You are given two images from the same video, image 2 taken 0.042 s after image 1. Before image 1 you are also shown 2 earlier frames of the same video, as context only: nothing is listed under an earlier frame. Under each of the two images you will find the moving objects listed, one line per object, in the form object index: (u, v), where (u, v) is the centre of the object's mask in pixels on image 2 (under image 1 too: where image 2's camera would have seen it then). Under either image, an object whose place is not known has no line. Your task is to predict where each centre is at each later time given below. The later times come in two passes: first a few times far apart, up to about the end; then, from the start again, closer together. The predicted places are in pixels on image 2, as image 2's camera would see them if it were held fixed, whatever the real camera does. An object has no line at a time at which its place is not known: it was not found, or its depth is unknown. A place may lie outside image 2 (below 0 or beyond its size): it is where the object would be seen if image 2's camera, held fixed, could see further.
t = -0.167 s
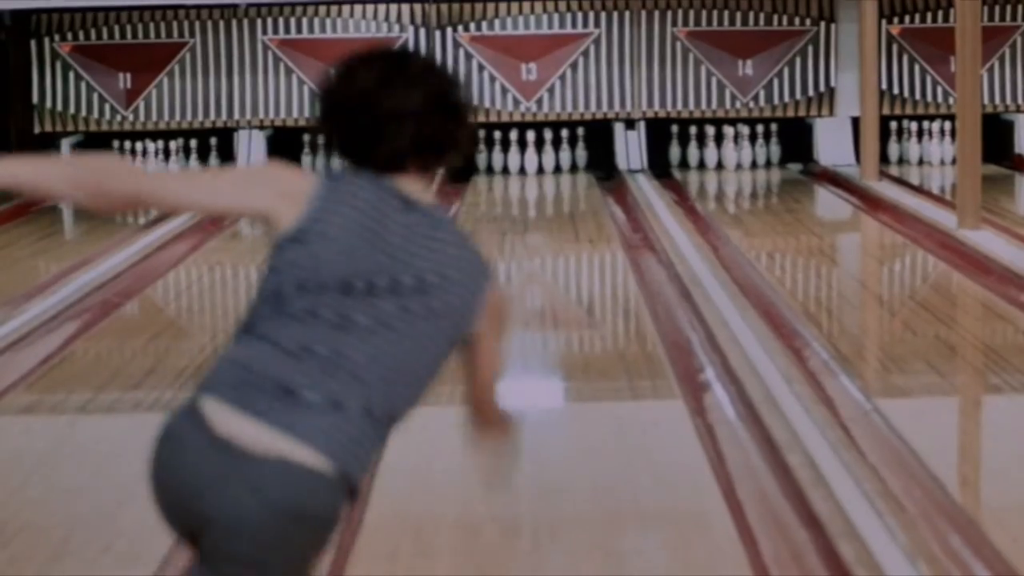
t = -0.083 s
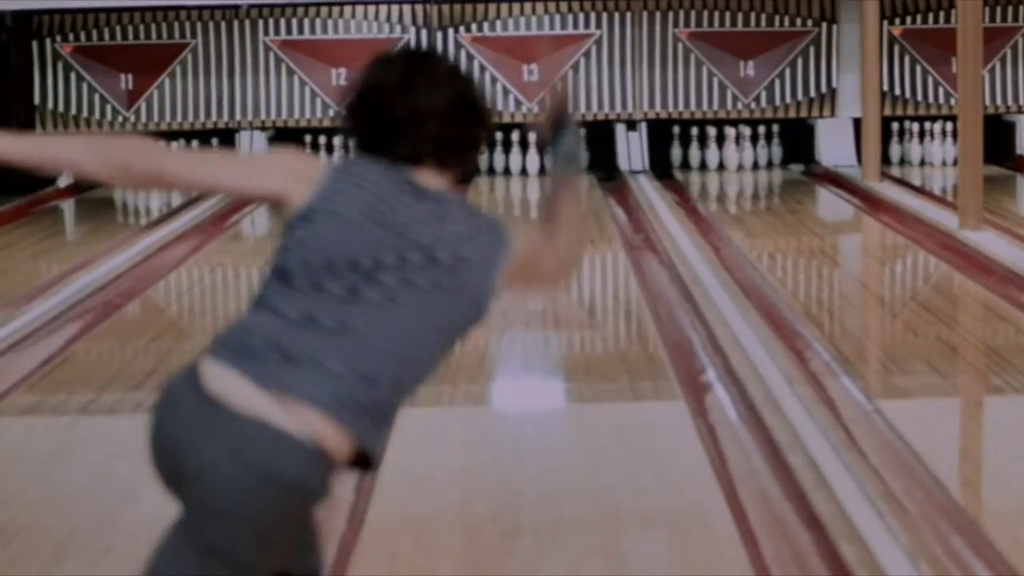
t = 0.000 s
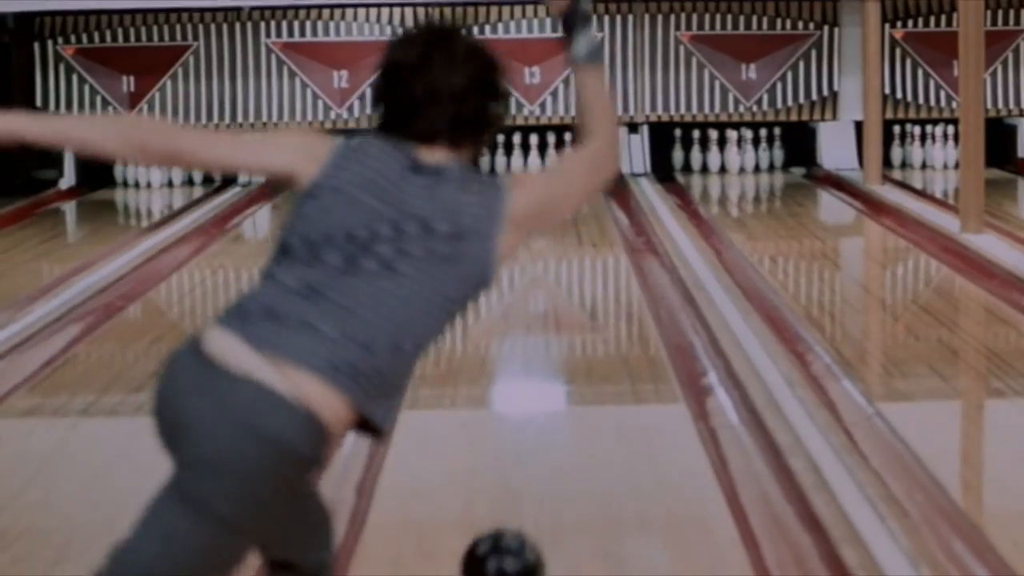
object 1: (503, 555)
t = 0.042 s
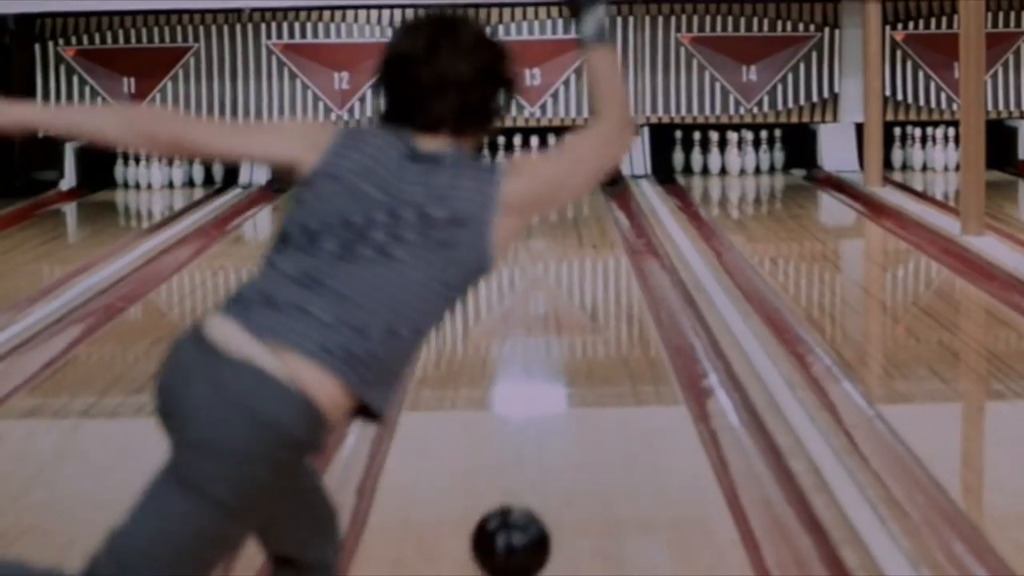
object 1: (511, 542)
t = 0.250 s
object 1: (537, 440)
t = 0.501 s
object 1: (556, 359)
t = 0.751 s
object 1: (567, 305)
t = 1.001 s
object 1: (572, 266)
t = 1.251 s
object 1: (575, 238)
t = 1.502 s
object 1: (573, 215)
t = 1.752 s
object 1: (568, 199)
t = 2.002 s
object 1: (558, 186)
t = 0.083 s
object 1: (518, 521)
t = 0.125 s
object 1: (524, 497)
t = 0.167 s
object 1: (528, 477)
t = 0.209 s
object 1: (533, 458)
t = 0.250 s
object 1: (537, 440)
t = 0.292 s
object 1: (541, 425)
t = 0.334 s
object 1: (545, 409)
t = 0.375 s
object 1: (549, 395)
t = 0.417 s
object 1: (552, 381)
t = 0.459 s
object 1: (554, 370)
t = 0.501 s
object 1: (556, 359)
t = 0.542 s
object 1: (552, 358)
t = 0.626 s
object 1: (562, 330)
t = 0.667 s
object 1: (564, 322)
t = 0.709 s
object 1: (565, 313)
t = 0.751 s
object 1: (567, 305)
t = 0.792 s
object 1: (568, 299)
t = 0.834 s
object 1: (569, 291)
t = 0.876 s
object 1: (570, 285)
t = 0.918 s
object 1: (571, 278)
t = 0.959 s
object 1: (572, 272)
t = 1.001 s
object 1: (572, 266)
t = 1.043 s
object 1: (573, 261)
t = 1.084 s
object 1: (573, 256)
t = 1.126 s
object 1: (574, 251)
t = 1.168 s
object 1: (574, 247)
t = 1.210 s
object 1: (575, 242)
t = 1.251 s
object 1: (575, 238)
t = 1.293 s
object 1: (574, 233)
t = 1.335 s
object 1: (574, 230)
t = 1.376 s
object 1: (575, 226)
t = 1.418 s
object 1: (574, 222)
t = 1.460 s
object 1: (574, 219)
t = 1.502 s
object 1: (573, 215)
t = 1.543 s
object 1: (573, 213)
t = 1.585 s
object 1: (572, 210)
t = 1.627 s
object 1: (571, 207)
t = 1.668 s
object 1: (570, 204)
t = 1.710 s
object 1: (569, 202)
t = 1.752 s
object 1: (568, 199)
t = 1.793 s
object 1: (567, 196)
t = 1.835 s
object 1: (565, 194)
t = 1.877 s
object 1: (564, 191)
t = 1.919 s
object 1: (562, 190)
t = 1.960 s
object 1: (560, 188)
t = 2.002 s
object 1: (558, 186)
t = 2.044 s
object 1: (555, 183)
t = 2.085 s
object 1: (554, 182)
